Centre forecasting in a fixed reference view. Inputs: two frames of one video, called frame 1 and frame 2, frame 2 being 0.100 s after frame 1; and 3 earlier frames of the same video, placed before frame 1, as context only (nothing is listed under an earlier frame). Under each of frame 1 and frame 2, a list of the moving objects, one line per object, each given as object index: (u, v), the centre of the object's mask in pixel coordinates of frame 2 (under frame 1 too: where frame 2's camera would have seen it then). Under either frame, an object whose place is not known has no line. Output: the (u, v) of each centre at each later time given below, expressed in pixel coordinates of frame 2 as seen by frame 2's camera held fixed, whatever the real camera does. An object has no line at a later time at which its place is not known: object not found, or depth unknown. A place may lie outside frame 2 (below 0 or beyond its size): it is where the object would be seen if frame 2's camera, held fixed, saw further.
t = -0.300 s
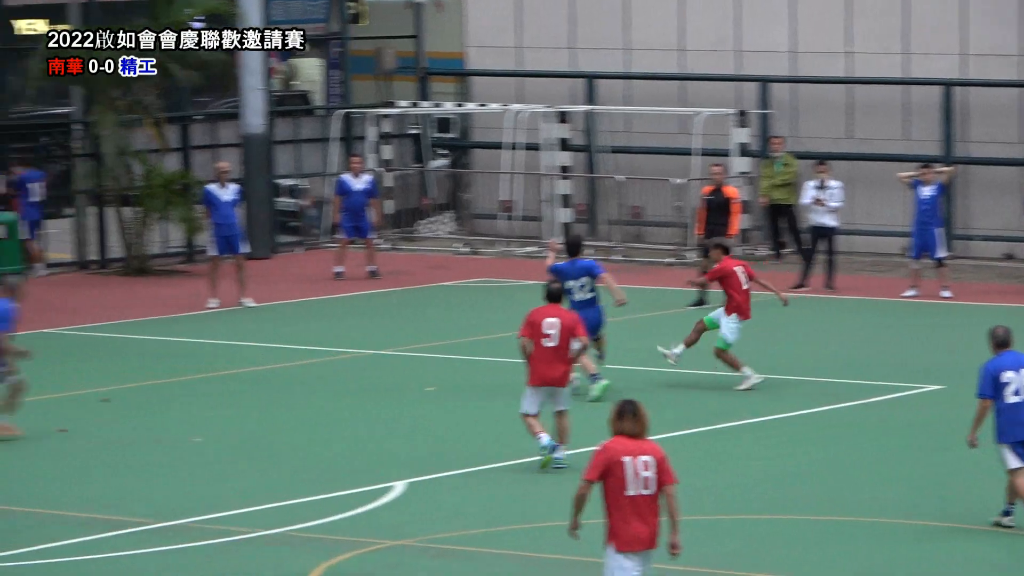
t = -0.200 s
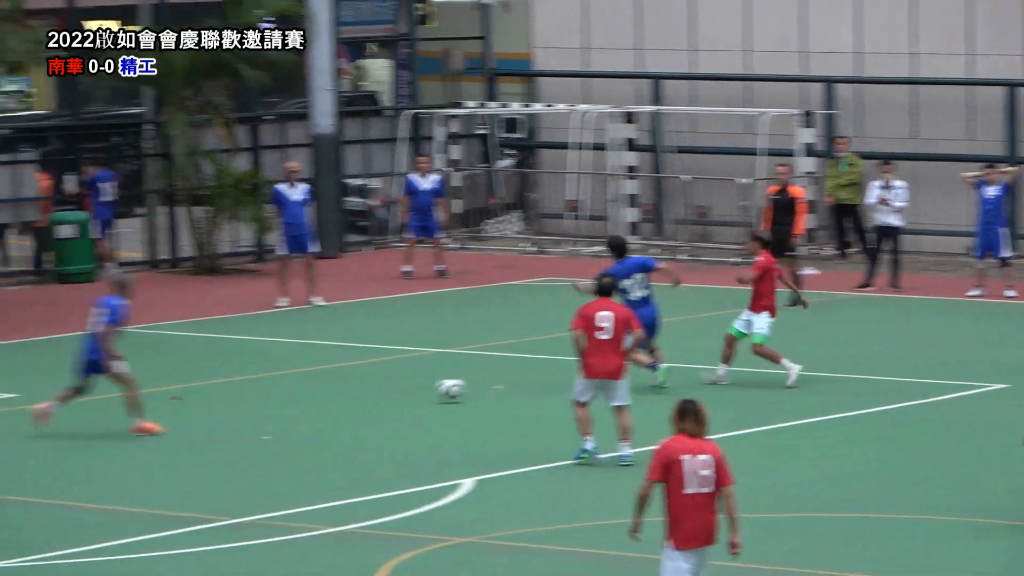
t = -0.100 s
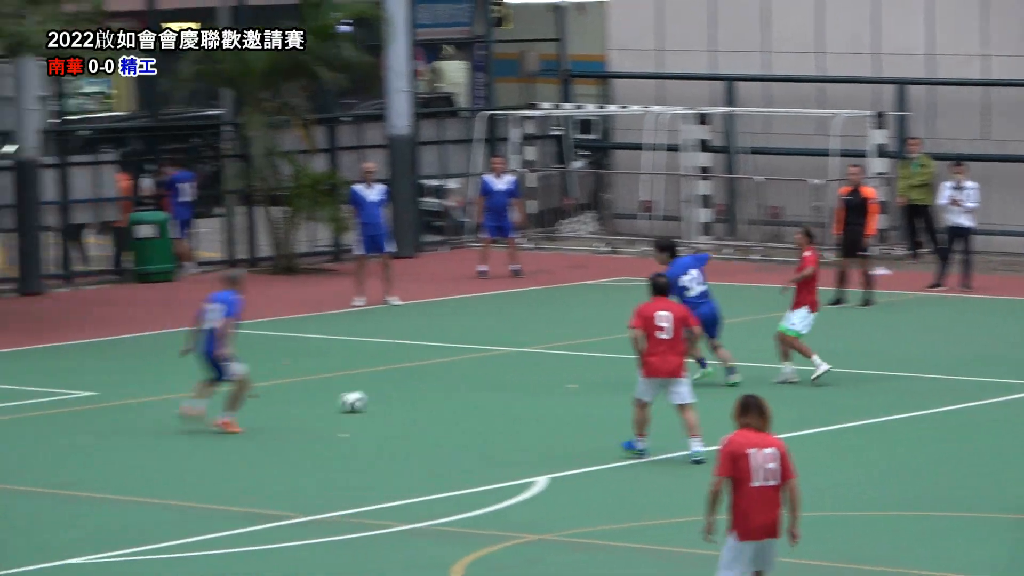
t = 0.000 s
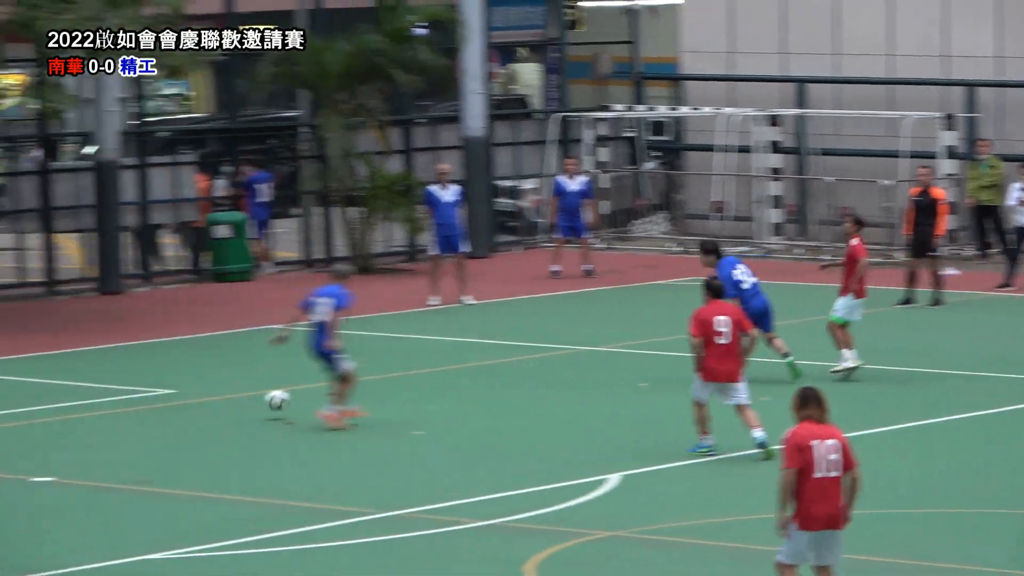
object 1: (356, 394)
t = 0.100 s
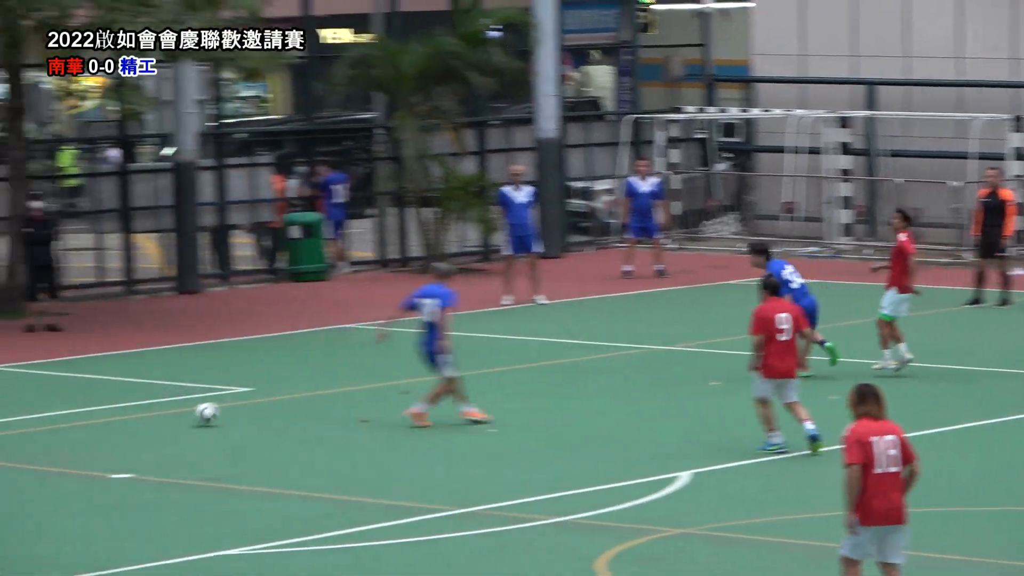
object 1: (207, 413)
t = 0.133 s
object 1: (157, 421)
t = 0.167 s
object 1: (112, 421)
